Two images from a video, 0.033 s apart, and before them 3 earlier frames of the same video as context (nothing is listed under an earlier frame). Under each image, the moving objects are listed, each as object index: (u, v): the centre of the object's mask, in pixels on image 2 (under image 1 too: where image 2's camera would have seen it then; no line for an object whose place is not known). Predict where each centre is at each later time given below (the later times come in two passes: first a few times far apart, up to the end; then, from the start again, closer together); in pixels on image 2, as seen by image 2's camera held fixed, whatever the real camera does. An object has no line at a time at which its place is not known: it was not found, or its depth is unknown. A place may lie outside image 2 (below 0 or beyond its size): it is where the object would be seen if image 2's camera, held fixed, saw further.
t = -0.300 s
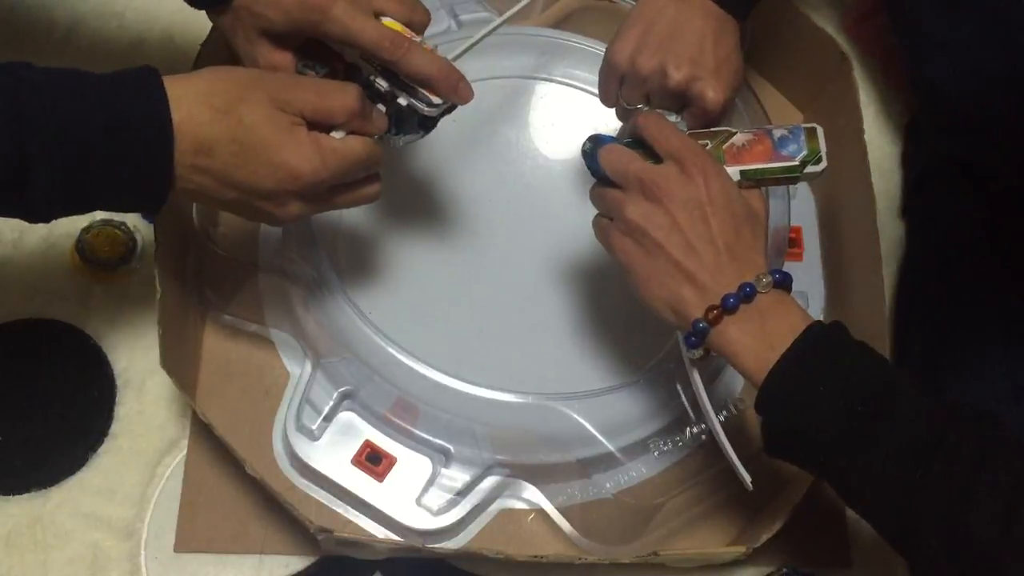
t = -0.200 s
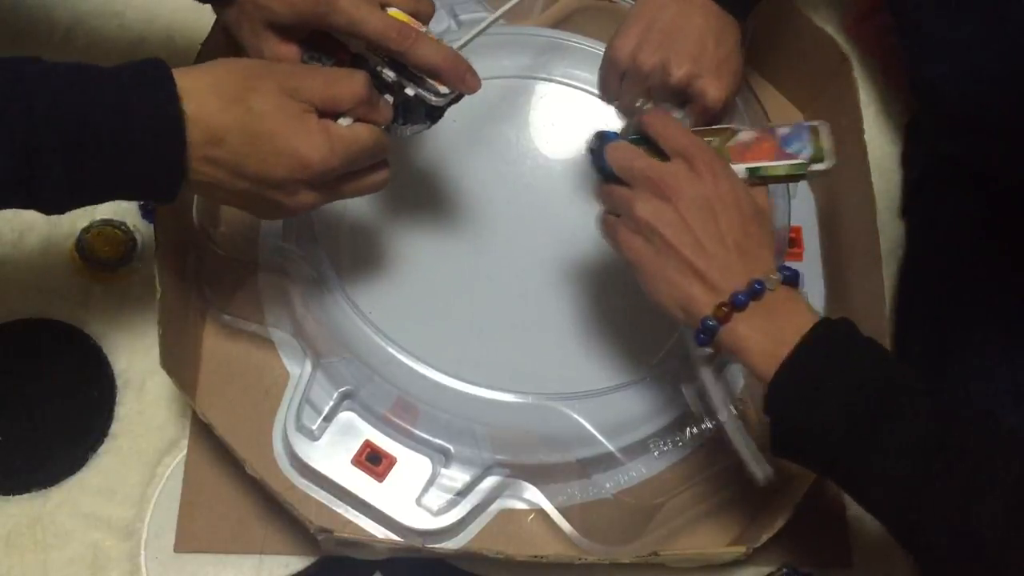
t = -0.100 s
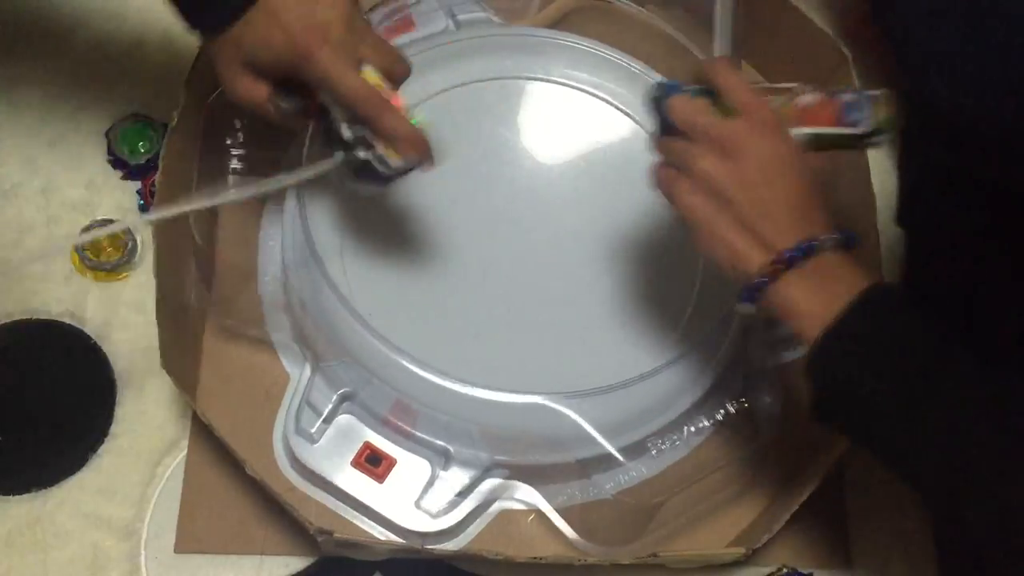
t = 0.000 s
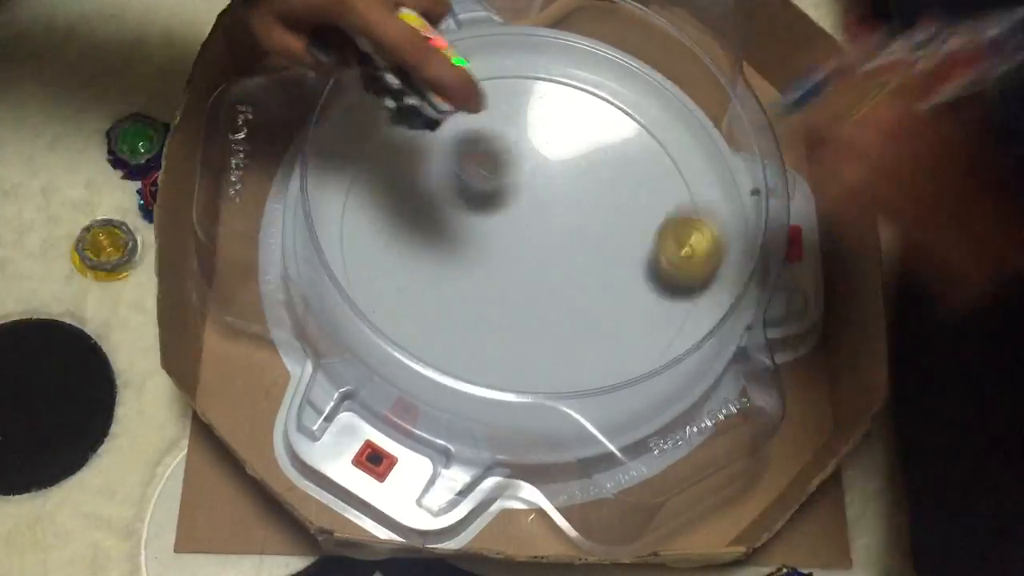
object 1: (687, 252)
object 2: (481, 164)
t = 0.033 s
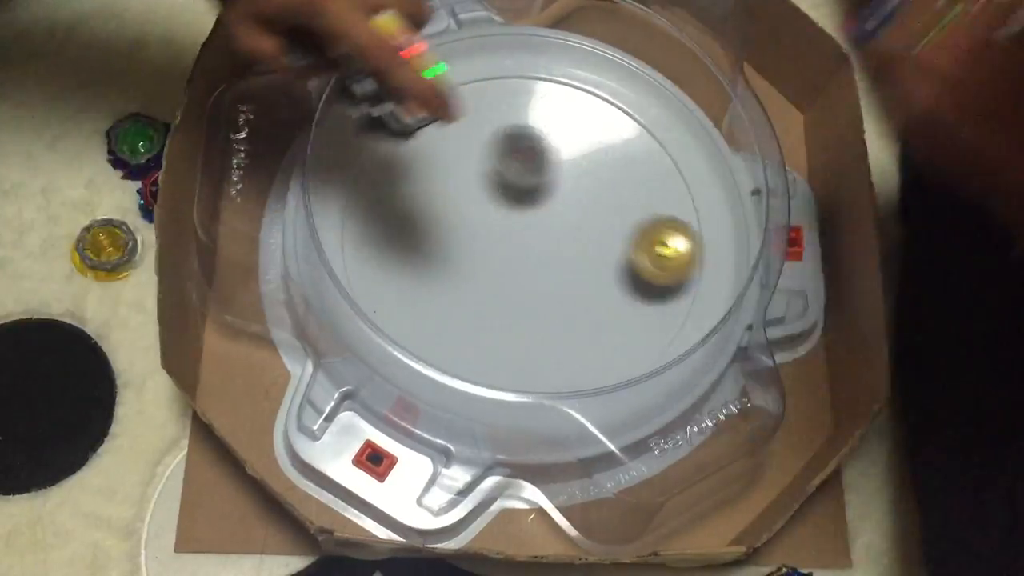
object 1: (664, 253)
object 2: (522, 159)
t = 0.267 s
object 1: (447, 231)
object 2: (674, 113)
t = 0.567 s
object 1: (413, 229)
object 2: (491, 76)
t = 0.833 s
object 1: (597, 280)
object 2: (470, 330)
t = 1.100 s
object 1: (640, 179)
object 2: (704, 153)
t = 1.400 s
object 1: (394, 205)
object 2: (441, 78)
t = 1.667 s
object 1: (538, 419)
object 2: (560, 353)
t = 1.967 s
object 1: (613, 297)
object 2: (601, 57)
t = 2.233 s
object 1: (452, 164)
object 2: (379, 264)
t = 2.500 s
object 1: (422, 221)
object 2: (702, 315)
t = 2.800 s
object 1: (545, 301)
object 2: (441, 111)
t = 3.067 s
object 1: (595, 185)
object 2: (465, 376)
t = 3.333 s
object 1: (471, 118)
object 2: (681, 166)
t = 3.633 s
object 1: (431, 312)
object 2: (357, 246)
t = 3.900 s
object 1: (718, 397)
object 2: (550, 294)
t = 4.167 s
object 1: (685, 466)
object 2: (505, 71)
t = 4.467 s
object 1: (635, 491)
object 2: (348, 187)
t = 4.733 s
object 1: (607, 504)
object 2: (600, 284)
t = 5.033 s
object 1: (606, 504)
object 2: (616, 82)
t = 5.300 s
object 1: (605, 504)
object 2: (517, 112)
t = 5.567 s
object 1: (604, 503)
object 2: (507, 267)
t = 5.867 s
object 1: (606, 505)
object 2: (677, 314)
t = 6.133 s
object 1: (606, 504)
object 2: (625, 238)
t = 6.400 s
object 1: (605, 504)
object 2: (530, 226)
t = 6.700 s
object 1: (605, 504)
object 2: (471, 257)
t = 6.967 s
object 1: (605, 504)
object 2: (485, 259)
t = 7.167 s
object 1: (605, 504)
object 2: (497, 247)
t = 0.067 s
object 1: (633, 248)
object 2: (559, 161)
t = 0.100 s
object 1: (599, 249)
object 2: (592, 151)
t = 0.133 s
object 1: (565, 258)
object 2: (622, 146)
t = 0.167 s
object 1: (534, 249)
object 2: (644, 139)
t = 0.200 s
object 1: (503, 242)
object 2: (661, 128)
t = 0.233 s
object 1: (470, 241)
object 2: (671, 121)
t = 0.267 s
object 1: (447, 231)
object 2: (674, 113)
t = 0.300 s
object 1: (424, 225)
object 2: (672, 105)
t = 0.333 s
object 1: (405, 221)
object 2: (667, 95)
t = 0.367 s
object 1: (391, 216)
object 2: (657, 78)
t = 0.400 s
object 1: (382, 215)
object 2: (639, 63)
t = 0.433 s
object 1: (378, 213)
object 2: (609, 52)
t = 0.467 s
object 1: (380, 214)
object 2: (580, 42)
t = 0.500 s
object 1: (387, 218)
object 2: (549, 35)
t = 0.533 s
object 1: (398, 222)
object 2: (518, 54)
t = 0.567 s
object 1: (413, 229)
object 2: (491, 76)
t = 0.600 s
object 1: (432, 239)
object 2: (464, 101)
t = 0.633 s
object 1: (452, 248)
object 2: (440, 129)
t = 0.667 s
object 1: (476, 257)
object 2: (422, 159)
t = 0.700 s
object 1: (500, 267)
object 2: (408, 192)
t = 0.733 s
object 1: (525, 274)
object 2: (403, 225)
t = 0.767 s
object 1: (551, 278)
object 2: (410, 258)
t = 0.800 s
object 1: (575, 280)
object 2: (432, 294)
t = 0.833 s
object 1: (597, 280)
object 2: (470, 330)
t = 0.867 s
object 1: (617, 276)
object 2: (525, 355)
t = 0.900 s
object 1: (634, 271)
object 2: (580, 363)
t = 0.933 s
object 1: (647, 262)
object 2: (641, 356)
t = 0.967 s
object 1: (656, 249)
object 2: (684, 317)
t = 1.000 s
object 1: (663, 235)
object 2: (718, 273)
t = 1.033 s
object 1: (665, 220)
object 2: (732, 233)
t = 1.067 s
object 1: (655, 200)
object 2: (727, 188)
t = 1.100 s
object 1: (640, 179)
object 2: (704, 153)
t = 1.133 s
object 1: (623, 160)
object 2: (684, 116)
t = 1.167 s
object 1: (604, 141)
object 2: (660, 86)
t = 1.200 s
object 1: (581, 125)
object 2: (633, 60)
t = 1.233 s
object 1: (554, 110)
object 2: (593, 41)
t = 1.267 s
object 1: (527, 101)
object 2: (553, 32)
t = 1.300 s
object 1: (494, 116)
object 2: (520, 36)
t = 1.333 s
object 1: (455, 143)
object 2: (489, 50)
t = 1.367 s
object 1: (423, 171)
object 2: (463, 64)
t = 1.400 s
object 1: (394, 205)
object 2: (441, 78)
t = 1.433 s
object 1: (373, 239)
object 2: (420, 104)
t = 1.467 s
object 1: (361, 275)
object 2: (403, 141)
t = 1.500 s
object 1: (369, 308)
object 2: (392, 184)
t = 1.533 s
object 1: (383, 342)
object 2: (393, 237)
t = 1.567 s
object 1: (404, 376)
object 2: (410, 295)
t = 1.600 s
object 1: (433, 399)
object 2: (450, 334)
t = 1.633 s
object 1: (491, 413)
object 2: (499, 349)
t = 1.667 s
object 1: (538, 419)
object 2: (560, 353)
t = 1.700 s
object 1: (589, 416)
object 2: (619, 346)
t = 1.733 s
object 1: (642, 408)
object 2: (679, 319)
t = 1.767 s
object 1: (679, 390)
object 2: (701, 270)
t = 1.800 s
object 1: (714, 371)
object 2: (713, 221)
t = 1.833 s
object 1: (701, 358)
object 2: (721, 175)
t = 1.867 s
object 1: (680, 348)
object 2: (694, 139)
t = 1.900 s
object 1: (660, 332)
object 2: (664, 109)
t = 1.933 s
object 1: (638, 316)
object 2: (631, 80)
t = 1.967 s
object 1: (613, 297)
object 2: (601, 57)
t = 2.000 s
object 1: (590, 277)
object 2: (568, 39)
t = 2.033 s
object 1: (567, 257)
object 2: (539, 40)
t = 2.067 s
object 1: (544, 236)
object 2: (507, 62)
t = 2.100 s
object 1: (521, 216)
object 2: (476, 88)
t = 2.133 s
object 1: (500, 197)
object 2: (440, 119)
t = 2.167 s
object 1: (480, 183)
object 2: (410, 162)
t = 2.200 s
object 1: (465, 171)
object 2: (388, 212)
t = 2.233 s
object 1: (452, 164)
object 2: (379, 264)
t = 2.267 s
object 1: (441, 159)
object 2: (393, 312)
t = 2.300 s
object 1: (433, 158)
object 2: (427, 356)
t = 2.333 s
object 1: (425, 161)
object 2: (489, 388)
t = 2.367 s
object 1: (420, 167)
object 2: (554, 395)
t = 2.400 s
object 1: (417, 177)
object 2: (613, 390)
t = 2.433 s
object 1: (416, 189)
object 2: (675, 382)
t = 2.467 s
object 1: (418, 205)
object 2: (708, 353)
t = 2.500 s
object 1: (422, 221)
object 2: (702, 315)
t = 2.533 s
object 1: (427, 237)
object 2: (690, 280)
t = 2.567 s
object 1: (434, 253)
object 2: (675, 245)
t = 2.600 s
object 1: (444, 268)
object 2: (658, 210)
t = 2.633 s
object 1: (456, 281)
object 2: (636, 175)
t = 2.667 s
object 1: (471, 293)
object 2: (607, 151)
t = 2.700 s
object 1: (488, 301)
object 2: (574, 130)
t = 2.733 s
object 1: (507, 305)
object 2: (531, 113)
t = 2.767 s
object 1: (527, 305)
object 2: (487, 108)
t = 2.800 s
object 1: (545, 301)
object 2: (441, 111)
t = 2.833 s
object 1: (562, 292)
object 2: (395, 125)
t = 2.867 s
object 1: (577, 281)
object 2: (363, 160)
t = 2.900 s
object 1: (588, 268)
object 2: (346, 214)
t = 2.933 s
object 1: (596, 252)
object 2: (334, 266)
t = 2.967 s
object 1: (601, 237)
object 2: (332, 312)
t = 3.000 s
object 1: (603, 219)
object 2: (379, 336)
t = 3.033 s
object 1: (601, 202)
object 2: (416, 357)
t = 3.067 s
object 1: (595, 185)
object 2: (465, 376)
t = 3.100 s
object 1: (587, 171)
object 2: (511, 382)
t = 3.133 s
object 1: (575, 158)
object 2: (561, 375)
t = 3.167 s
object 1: (561, 146)
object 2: (610, 355)
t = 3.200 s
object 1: (545, 135)
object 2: (647, 331)
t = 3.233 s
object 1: (527, 125)
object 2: (674, 297)
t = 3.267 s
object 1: (508, 120)
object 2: (694, 256)
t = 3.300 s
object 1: (489, 118)
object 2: (699, 209)
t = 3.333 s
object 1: (471, 118)
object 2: (681, 166)
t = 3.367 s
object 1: (453, 123)
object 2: (650, 126)
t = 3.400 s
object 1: (438, 131)
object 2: (605, 97)
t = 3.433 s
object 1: (424, 143)
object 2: (546, 77)
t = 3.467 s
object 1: (414, 162)
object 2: (494, 78)
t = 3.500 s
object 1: (407, 178)
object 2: (444, 92)
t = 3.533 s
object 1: (403, 198)
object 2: (392, 128)
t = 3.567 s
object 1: (406, 237)
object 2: (371, 168)
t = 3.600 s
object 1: (416, 278)
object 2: (358, 205)
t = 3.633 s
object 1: (431, 312)
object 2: (357, 246)
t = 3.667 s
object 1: (454, 340)
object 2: (370, 286)
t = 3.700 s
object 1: (481, 358)
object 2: (394, 320)
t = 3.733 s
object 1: (509, 382)
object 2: (426, 345)
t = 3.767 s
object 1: (542, 390)
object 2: (468, 364)
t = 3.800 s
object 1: (608, 408)
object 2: (483, 354)
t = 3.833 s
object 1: (677, 419)
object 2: (503, 341)
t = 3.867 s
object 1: (729, 423)
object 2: (529, 319)
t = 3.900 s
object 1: (718, 397)
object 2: (550, 294)
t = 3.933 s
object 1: (723, 411)
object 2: (567, 265)
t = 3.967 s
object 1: (720, 431)
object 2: (578, 231)
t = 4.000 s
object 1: (697, 450)
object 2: (581, 197)
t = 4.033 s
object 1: (691, 463)
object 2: (578, 162)
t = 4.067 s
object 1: (690, 462)
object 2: (568, 130)
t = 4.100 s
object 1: (686, 465)
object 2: (554, 96)
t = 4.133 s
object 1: (685, 465)
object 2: (534, 70)
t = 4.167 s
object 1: (685, 466)
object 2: (505, 71)
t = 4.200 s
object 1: (682, 467)
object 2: (476, 80)
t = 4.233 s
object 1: (677, 468)
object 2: (445, 89)
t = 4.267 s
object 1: (672, 470)
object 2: (414, 101)
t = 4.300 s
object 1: (667, 473)
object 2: (390, 114)
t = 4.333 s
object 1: (660, 477)
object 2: (370, 126)
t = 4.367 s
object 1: (653, 481)
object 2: (356, 142)
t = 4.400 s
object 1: (646, 485)
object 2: (348, 157)
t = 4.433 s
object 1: (640, 488)
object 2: (345, 173)
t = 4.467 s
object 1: (635, 491)
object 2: (348, 187)
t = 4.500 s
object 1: (627, 496)
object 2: (358, 205)
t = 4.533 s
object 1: (622, 498)
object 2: (377, 230)
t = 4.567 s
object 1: (613, 503)
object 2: (402, 253)
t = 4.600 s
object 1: (607, 504)
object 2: (433, 274)
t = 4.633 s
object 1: (603, 503)
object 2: (469, 289)
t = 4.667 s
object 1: (604, 504)
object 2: (511, 297)
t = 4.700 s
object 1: (607, 504)
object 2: (557, 296)
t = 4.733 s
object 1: (607, 504)
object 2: (600, 284)
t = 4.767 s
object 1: (607, 504)
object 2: (634, 266)
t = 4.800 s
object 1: (607, 505)
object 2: (664, 241)
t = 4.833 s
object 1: (607, 505)
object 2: (685, 212)
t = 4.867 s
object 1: (607, 504)
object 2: (691, 179)
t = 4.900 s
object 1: (606, 504)
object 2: (679, 156)
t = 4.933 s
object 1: (604, 503)
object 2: (663, 132)
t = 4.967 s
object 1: (605, 504)
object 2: (650, 110)
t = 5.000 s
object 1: (606, 504)
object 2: (632, 94)
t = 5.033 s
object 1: (606, 504)
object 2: (616, 82)
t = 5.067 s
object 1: (605, 503)
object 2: (598, 72)
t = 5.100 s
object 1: (605, 503)
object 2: (583, 68)
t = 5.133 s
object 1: (605, 503)
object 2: (571, 66)
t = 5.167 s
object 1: (604, 503)
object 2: (560, 66)
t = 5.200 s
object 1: (605, 504)
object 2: (548, 78)
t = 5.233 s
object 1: (605, 504)
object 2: (535, 87)
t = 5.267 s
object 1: (605, 504)
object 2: (527, 97)
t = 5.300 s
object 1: (605, 504)
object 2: (517, 112)
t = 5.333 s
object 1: (604, 503)
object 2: (510, 128)
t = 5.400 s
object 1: (605, 504)
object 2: (498, 162)
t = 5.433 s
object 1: (605, 504)
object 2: (494, 180)
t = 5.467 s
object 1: (605, 504)
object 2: (495, 196)
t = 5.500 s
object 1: (605, 504)
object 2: (495, 223)
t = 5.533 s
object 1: (605, 504)
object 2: (498, 245)
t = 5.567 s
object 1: (604, 503)
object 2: (507, 267)
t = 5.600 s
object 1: (604, 504)
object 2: (522, 289)
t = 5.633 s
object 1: (605, 505)
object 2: (541, 308)
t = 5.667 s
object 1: (606, 505)
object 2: (563, 321)
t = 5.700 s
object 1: (606, 505)
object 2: (588, 330)
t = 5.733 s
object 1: (606, 505)
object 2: (612, 335)
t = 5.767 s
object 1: (606, 505)
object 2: (635, 334)
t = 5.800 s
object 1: (606, 505)
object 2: (654, 329)
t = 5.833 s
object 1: (606, 505)
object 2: (669, 322)
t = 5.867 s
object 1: (606, 505)
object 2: (677, 314)
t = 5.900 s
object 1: (606, 505)
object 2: (679, 302)
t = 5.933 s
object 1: (606, 505)
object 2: (678, 291)
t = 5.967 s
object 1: (606, 505)
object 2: (674, 280)
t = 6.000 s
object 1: (606, 505)
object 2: (668, 269)
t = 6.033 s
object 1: (606, 505)
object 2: (658, 261)
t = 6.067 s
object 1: (606, 505)
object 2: (648, 252)
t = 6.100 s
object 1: (606, 505)
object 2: (637, 245)
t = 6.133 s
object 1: (606, 504)
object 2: (625, 238)
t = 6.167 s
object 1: (605, 504)
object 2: (614, 234)
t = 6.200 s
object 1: (605, 504)
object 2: (598, 233)
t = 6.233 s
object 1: (604, 504)
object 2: (589, 226)
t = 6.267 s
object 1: (604, 504)
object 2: (575, 228)
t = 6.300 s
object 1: (605, 504)
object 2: (563, 225)
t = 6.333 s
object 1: (605, 504)
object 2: (551, 225)
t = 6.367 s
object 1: (605, 504)
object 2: (541, 225)
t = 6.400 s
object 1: (605, 504)
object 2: (530, 226)
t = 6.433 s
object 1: (605, 503)
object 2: (519, 229)
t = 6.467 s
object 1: (604, 504)
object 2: (509, 232)
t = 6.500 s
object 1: (604, 504)
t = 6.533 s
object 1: (605, 504)
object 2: (490, 244)
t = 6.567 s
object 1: (605, 504)
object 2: (484, 245)
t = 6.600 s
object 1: (606, 504)
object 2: (478, 248)
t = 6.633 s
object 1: (606, 504)
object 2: (474, 252)
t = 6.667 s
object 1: (605, 504)
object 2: (472, 254)
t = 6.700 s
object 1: (605, 504)
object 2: (471, 257)
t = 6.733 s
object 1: (605, 504)
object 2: (471, 259)
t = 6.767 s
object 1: (605, 504)
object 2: (472, 261)
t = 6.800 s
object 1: (605, 504)
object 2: (473, 261)
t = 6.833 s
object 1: (605, 504)
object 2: (476, 262)
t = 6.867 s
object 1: (605, 504)
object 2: (478, 262)
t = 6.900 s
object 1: (605, 504)
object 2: (481, 261)
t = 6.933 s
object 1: (605, 504)
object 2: (483, 260)
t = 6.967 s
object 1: (605, 504)
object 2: (485, 259)
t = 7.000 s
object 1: (605, 504)
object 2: (488, 258)
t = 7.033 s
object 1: (604, 504)
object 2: (490, 256)
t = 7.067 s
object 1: (605, 504)
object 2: (492, 254)
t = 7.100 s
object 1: (605, 504)
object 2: (494, 252)
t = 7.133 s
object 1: (605, 504)
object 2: (496, 250)
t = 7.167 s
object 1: (605, 504)
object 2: (497, 247)
